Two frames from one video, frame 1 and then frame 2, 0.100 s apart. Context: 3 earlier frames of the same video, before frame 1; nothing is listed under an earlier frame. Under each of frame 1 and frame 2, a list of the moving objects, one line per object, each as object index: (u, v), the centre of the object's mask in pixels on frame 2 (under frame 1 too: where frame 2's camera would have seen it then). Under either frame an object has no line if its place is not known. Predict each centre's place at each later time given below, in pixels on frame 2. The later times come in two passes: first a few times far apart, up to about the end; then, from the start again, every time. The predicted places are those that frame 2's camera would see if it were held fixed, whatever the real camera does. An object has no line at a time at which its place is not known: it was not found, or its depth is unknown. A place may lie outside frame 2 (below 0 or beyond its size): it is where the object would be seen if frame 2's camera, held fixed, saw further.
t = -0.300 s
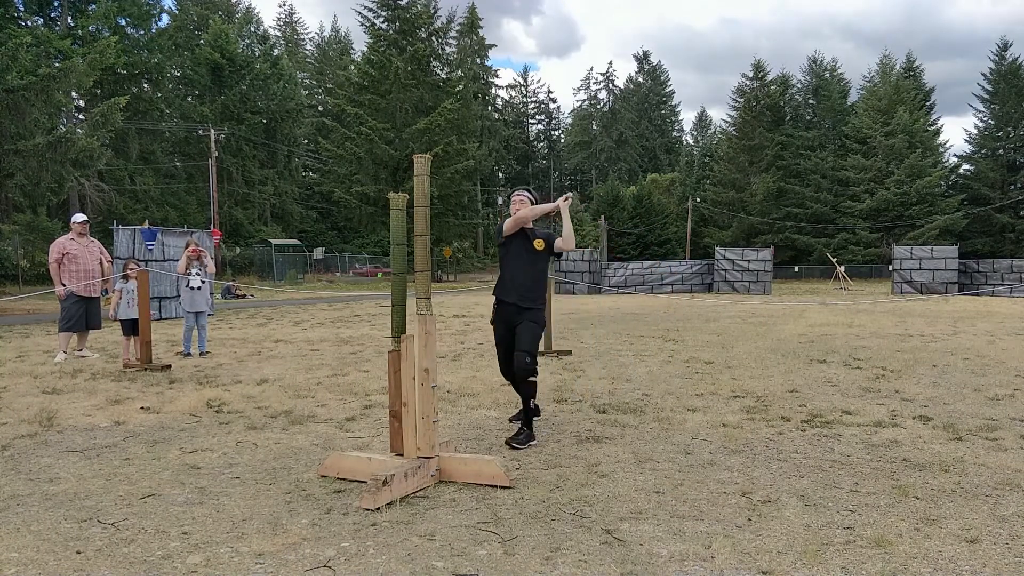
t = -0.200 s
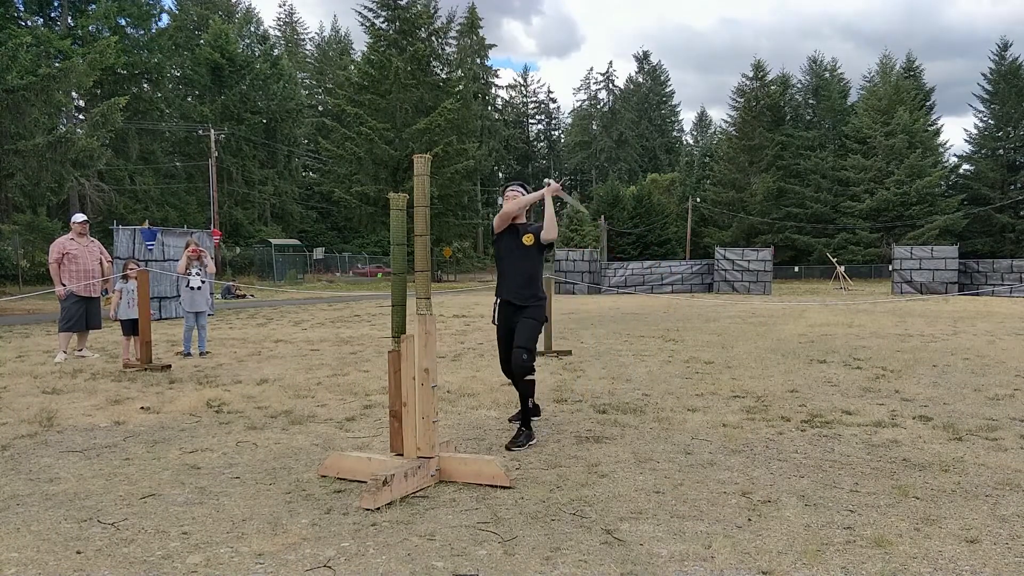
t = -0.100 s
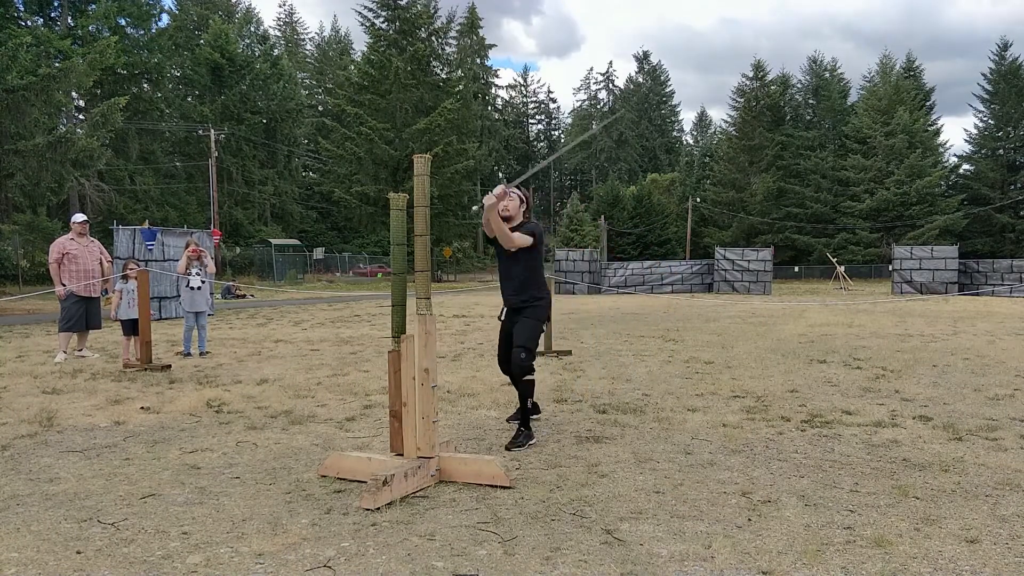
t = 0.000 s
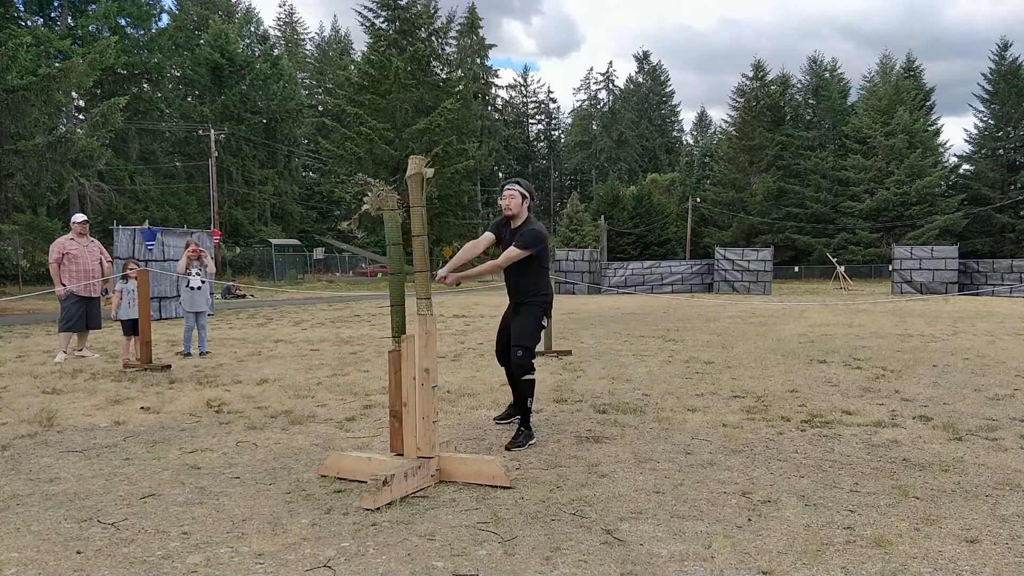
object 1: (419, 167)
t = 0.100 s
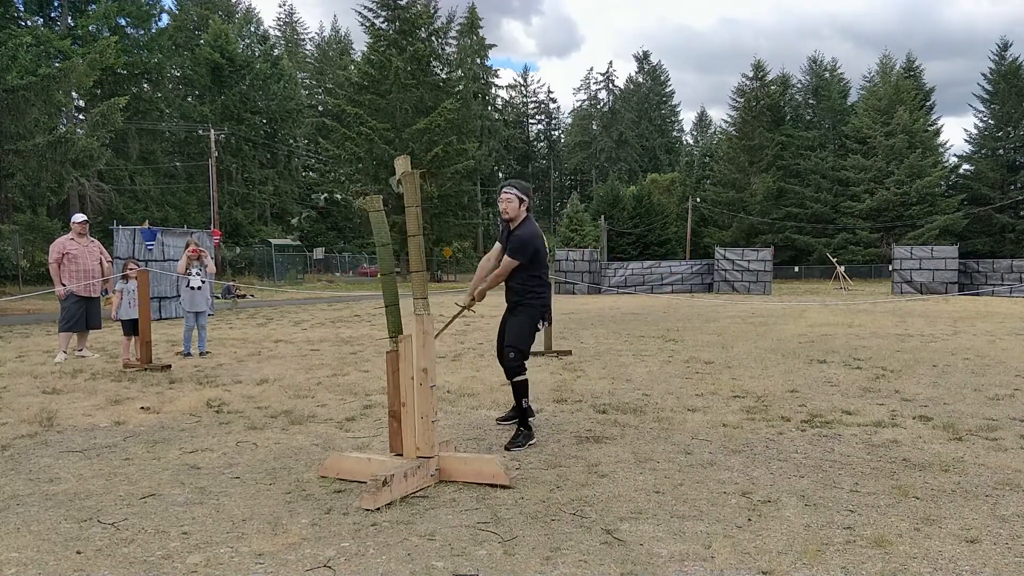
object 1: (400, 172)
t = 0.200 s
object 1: (387, 185)
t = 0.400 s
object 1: (368, 240)
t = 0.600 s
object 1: (354, 365)
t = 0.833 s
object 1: (304, 476)
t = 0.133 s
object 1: (394, 175)
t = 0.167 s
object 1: (389, 179)
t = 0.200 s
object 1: (387, 185)
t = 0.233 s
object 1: (385, 189)
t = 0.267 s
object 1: (382, 195)
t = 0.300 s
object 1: (378, 202)
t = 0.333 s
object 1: (375, 214)
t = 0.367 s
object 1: (370, 227)
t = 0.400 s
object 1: (368, 240)
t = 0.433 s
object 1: (367, 255)
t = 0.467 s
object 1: (364, 274)
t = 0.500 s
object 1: (361, 294)
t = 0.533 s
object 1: (359, 317)
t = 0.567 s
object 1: (357, 341)
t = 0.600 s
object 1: (354, 365)
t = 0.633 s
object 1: (352, 392)
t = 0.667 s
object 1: (349, 421)
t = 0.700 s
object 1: (346, 451)
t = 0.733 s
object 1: (337, 468)
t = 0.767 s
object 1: (325, 473)
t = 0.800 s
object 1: (313, 474)
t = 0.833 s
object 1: (304, 476)
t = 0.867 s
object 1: (297, 479)
